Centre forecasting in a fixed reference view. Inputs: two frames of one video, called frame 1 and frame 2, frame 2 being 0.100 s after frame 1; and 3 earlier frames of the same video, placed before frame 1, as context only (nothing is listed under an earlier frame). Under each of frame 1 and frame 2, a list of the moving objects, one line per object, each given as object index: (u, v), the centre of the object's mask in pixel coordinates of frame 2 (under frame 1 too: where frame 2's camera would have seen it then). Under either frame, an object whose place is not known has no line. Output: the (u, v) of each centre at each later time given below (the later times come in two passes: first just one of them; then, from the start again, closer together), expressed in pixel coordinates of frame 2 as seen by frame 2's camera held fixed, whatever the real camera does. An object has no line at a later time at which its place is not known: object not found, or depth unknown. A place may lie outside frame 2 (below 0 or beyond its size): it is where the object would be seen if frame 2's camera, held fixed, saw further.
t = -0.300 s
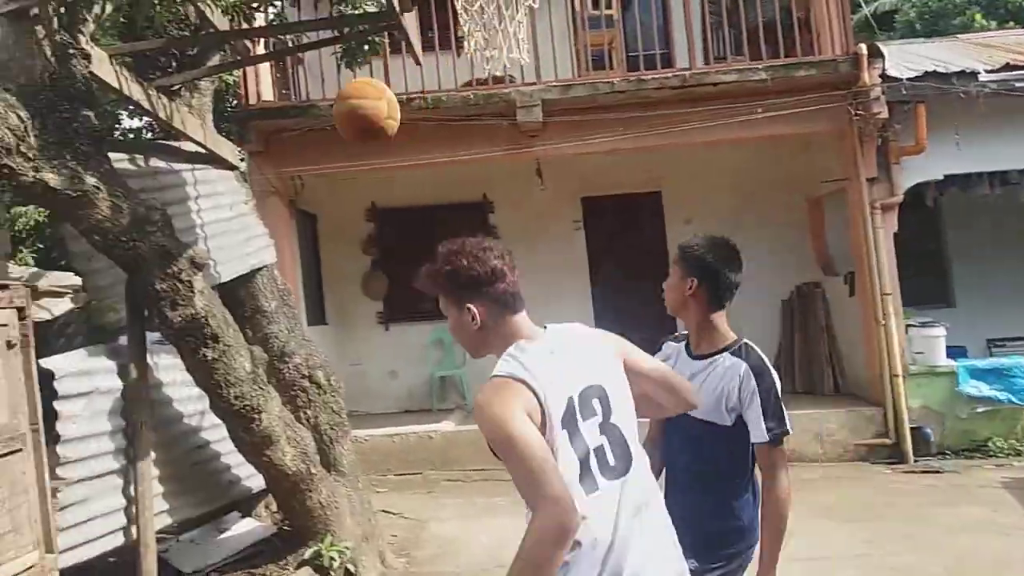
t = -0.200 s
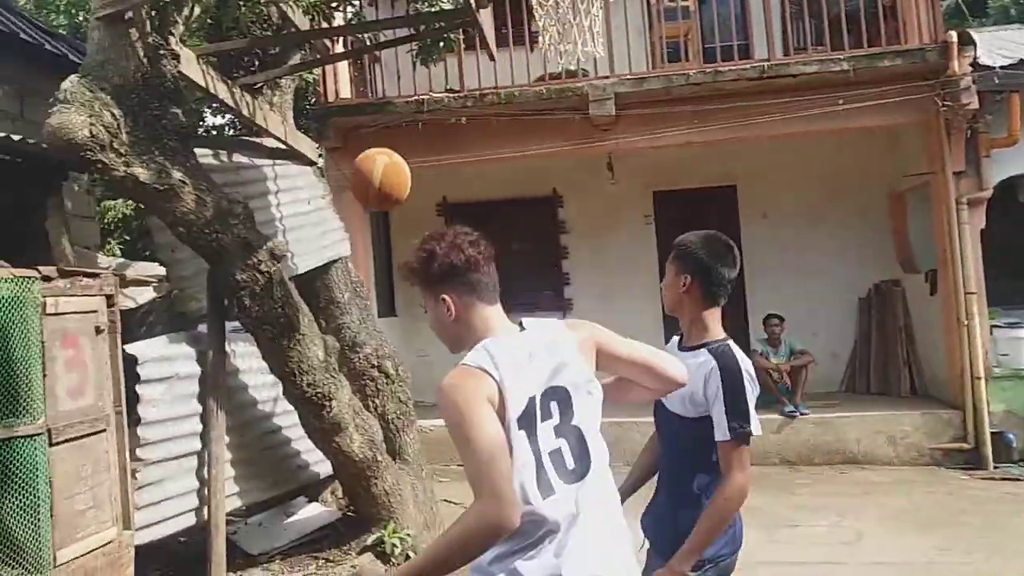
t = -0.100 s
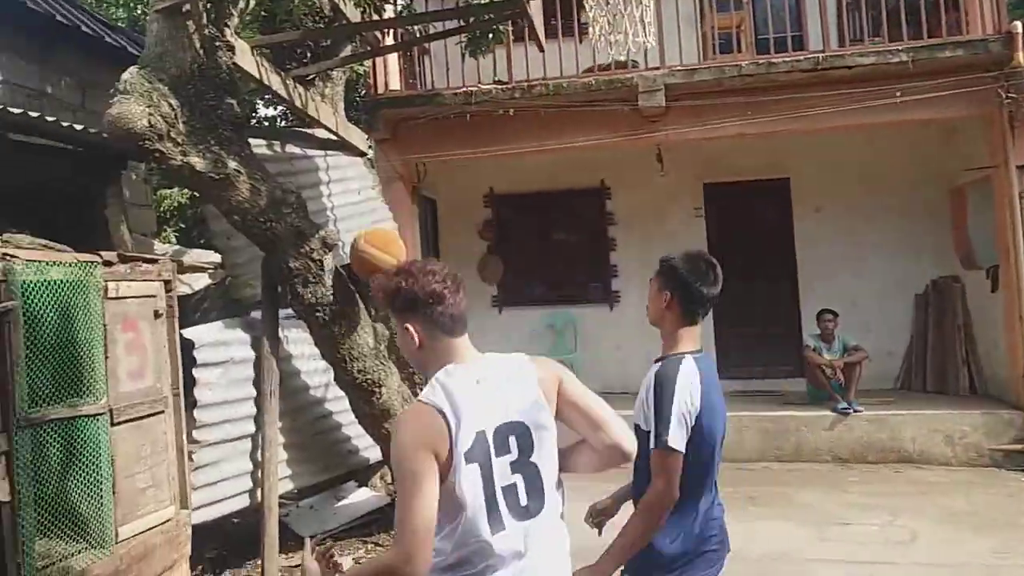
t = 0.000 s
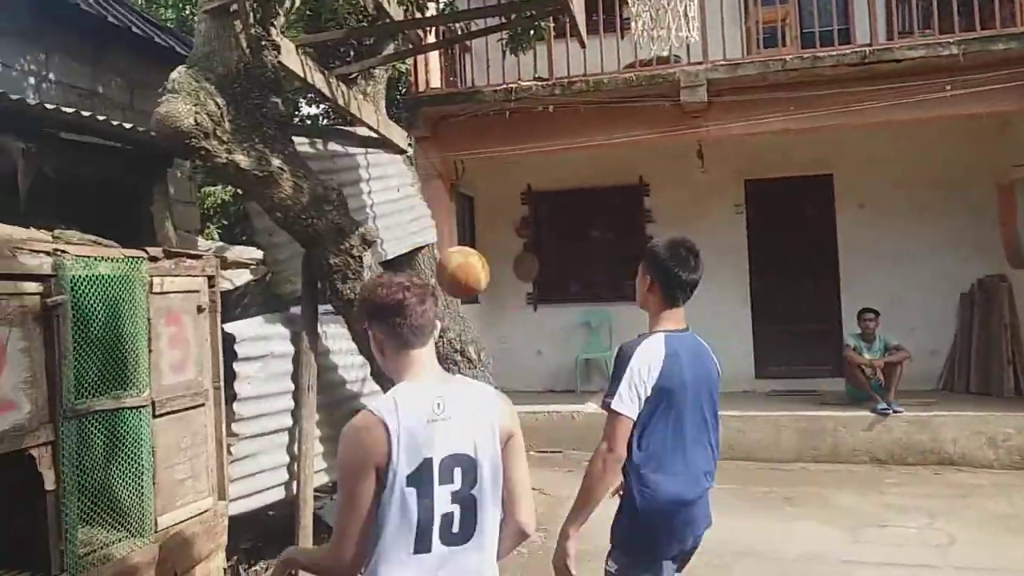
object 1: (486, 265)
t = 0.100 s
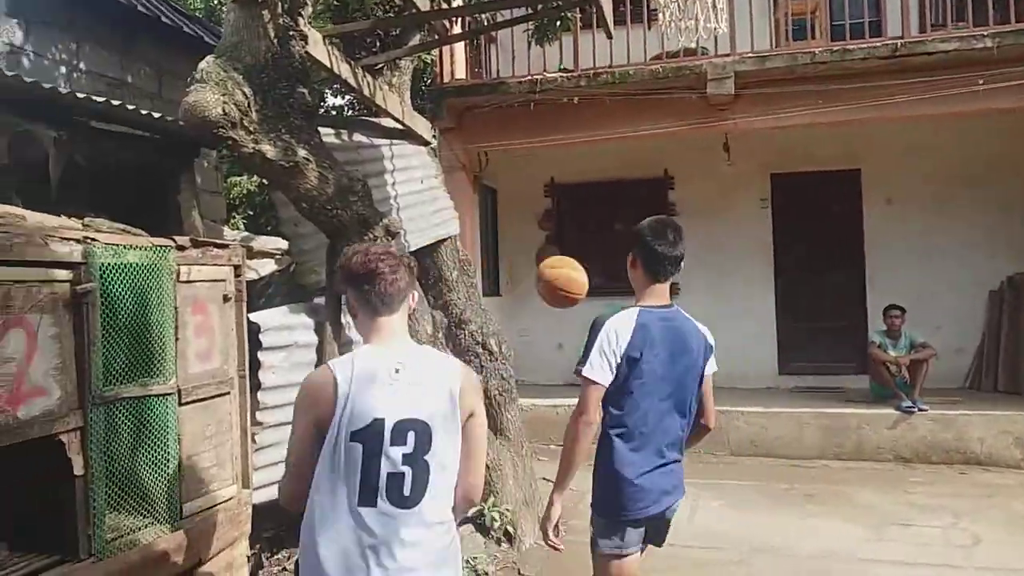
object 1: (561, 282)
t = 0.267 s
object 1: (691, 359)
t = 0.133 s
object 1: (586, 291)
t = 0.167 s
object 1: (600, 297)
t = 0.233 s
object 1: (670, 333)
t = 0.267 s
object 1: (691, 359)
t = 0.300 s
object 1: (712, 381)
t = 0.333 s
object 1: (737, 406)
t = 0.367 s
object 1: (761, 432)
